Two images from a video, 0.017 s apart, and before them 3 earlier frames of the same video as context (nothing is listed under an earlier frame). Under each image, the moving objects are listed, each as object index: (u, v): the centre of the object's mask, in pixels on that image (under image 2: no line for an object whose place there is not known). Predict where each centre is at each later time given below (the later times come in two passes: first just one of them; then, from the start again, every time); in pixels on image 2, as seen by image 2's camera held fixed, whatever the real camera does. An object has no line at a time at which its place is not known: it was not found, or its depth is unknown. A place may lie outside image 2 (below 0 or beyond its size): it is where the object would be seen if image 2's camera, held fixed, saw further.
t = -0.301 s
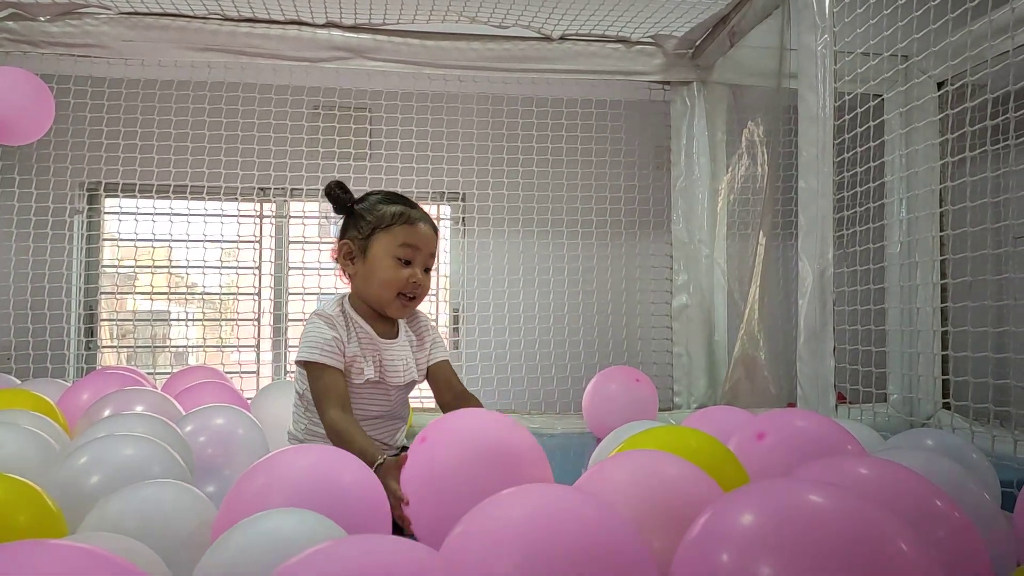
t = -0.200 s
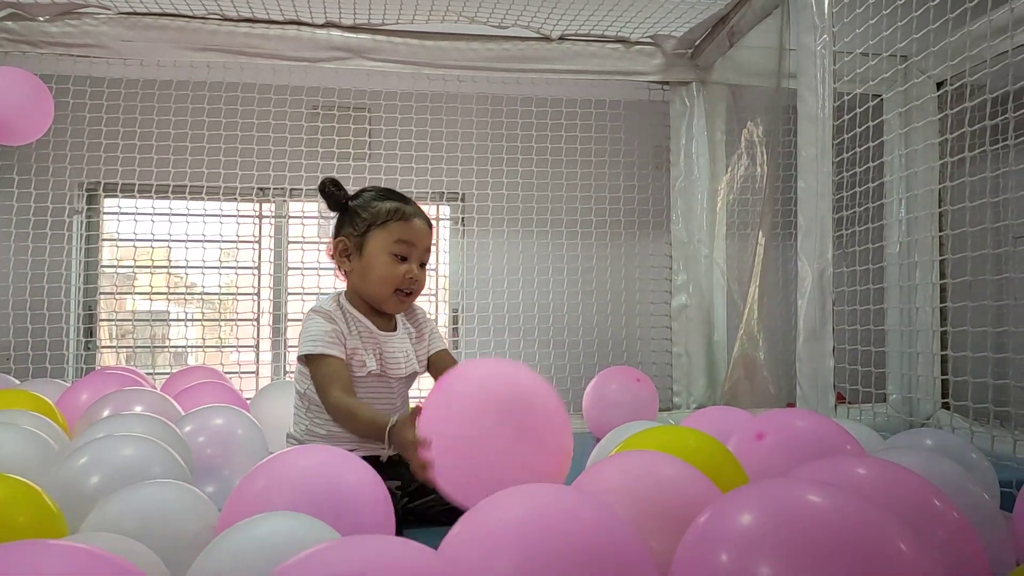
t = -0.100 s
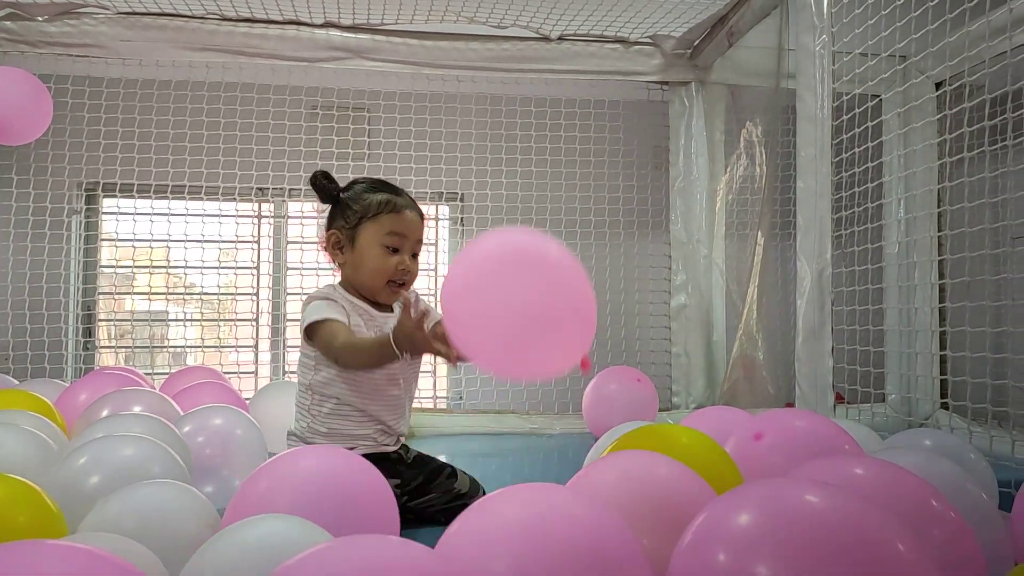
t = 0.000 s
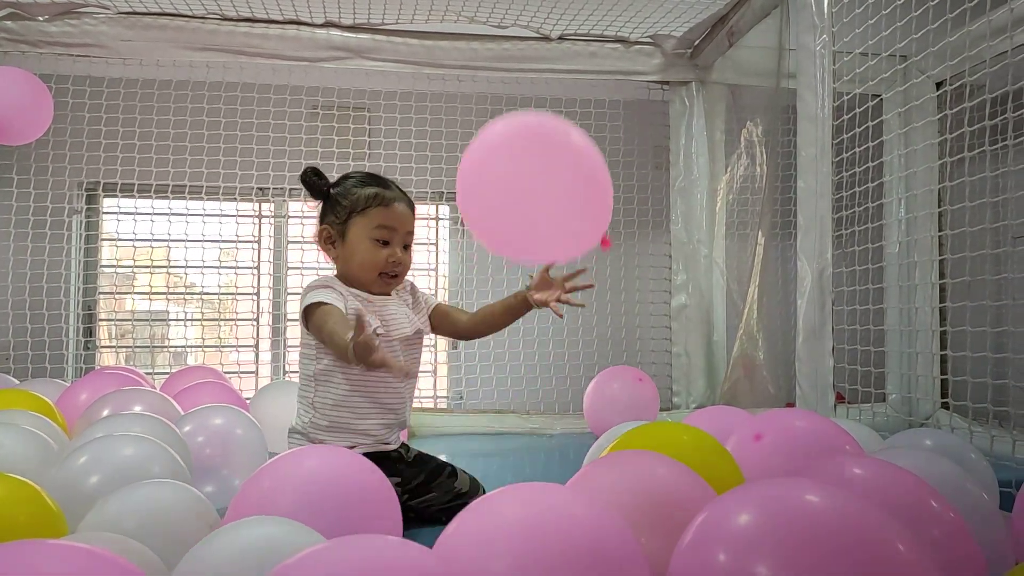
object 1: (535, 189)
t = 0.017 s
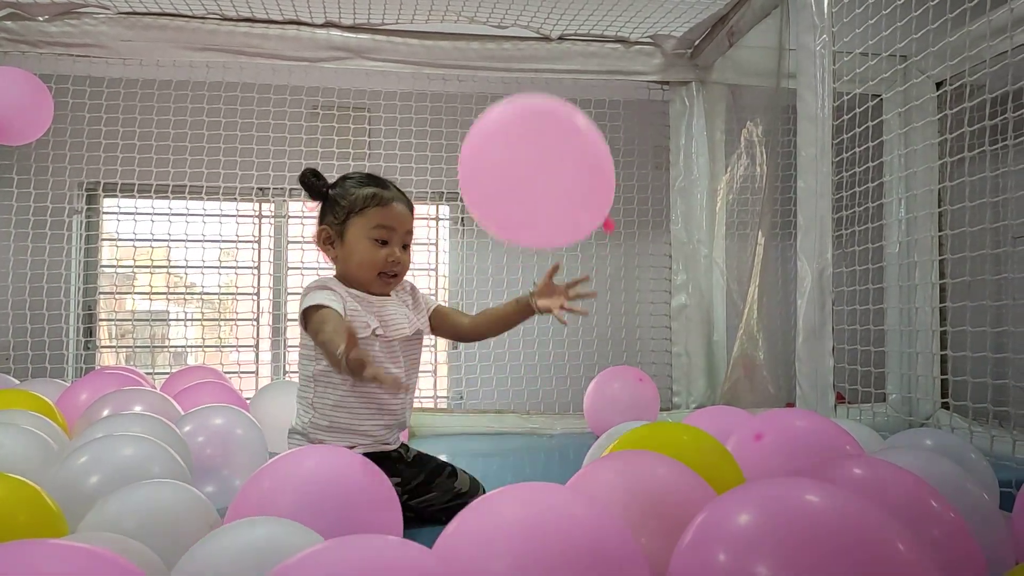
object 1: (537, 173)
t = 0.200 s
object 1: (552, 50)
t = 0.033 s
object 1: (539, 156)
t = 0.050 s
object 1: (541, 141)
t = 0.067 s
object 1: (543, 127)
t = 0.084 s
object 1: (544, 113)
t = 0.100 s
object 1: (545, 100)
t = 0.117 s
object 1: (547, 87)
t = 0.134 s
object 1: (548, 76)
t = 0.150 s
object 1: (549, 68)
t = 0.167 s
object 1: (550, 61)
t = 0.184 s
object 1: (551, 55)
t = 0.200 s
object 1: (552, 50)
